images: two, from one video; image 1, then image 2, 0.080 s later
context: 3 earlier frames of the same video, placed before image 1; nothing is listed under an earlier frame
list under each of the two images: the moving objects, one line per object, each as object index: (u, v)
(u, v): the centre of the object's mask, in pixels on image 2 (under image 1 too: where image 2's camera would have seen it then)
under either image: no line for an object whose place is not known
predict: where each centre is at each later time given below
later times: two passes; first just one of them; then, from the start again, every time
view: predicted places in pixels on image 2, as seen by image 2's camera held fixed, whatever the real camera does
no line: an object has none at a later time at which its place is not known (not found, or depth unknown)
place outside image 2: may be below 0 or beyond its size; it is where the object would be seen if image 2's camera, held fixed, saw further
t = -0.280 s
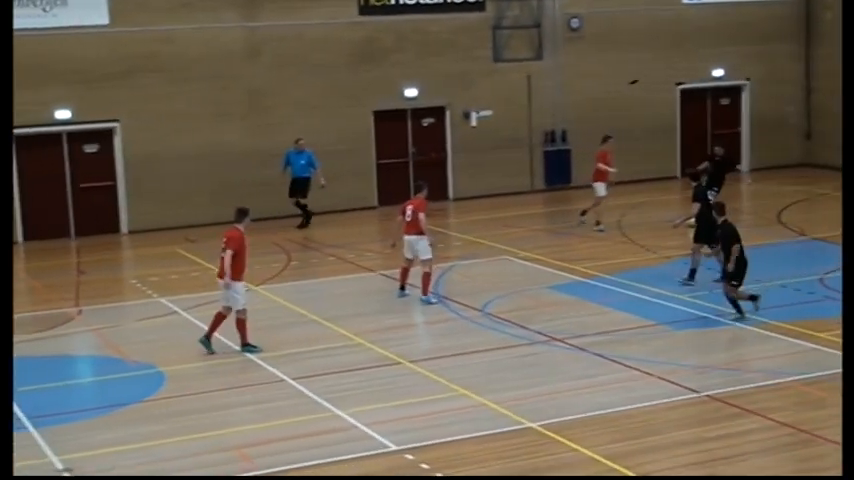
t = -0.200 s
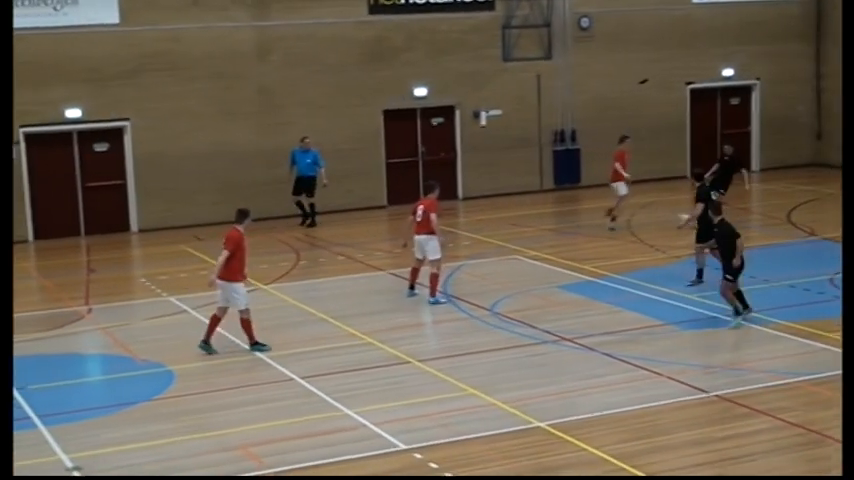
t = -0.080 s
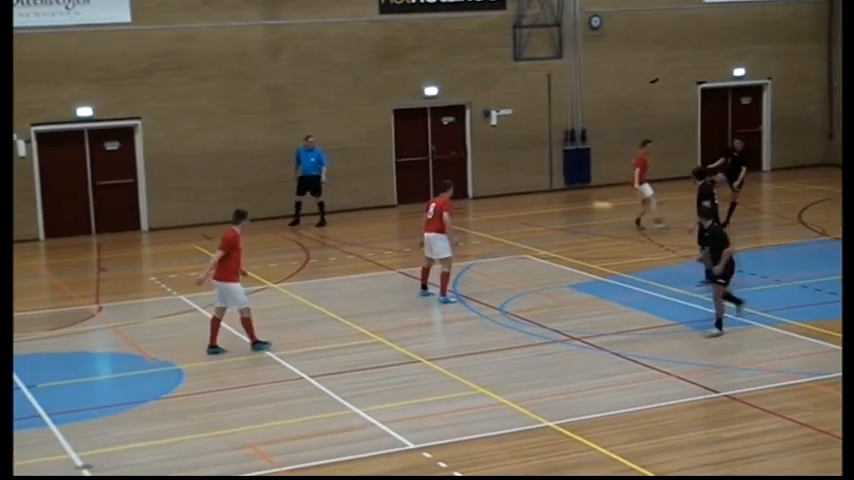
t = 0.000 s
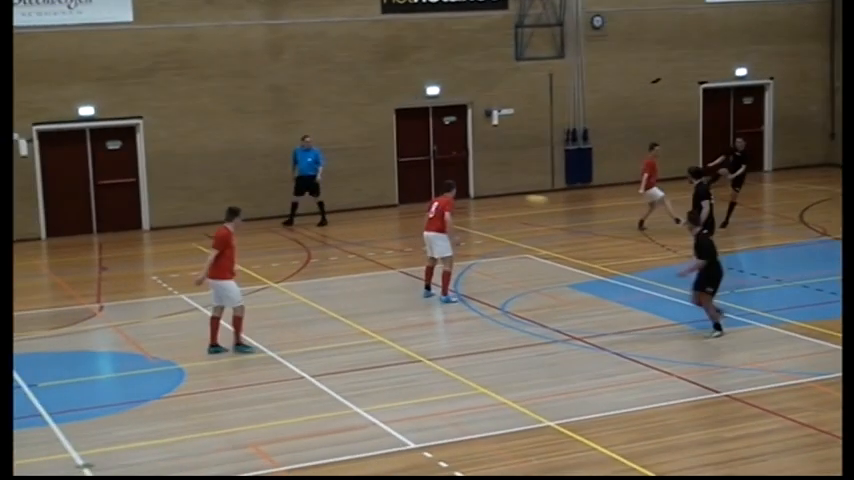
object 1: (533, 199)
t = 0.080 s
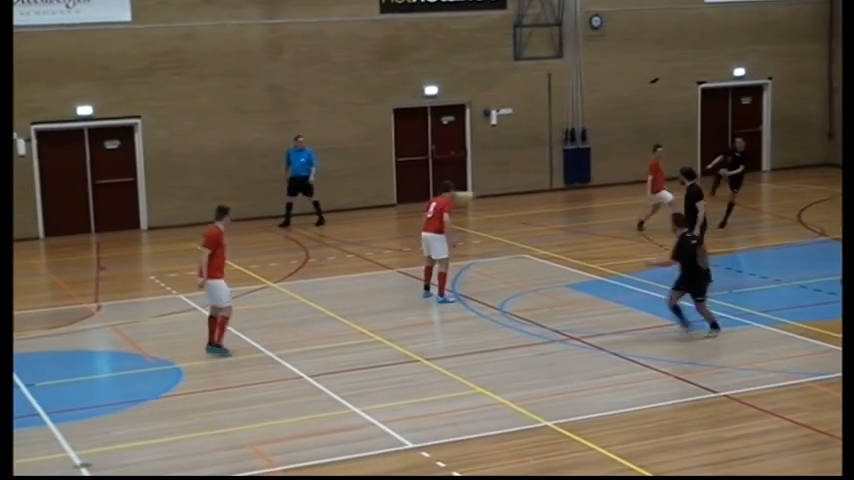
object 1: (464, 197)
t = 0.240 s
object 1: (311, 197)
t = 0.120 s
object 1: (423, 195)
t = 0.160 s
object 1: (389, 195)
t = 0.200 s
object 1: (349, 195)
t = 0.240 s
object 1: (311, 197)
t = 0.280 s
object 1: (267, 198)
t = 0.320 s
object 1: (228, 202)
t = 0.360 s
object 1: (187, 206)
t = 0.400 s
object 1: (142, 210)
